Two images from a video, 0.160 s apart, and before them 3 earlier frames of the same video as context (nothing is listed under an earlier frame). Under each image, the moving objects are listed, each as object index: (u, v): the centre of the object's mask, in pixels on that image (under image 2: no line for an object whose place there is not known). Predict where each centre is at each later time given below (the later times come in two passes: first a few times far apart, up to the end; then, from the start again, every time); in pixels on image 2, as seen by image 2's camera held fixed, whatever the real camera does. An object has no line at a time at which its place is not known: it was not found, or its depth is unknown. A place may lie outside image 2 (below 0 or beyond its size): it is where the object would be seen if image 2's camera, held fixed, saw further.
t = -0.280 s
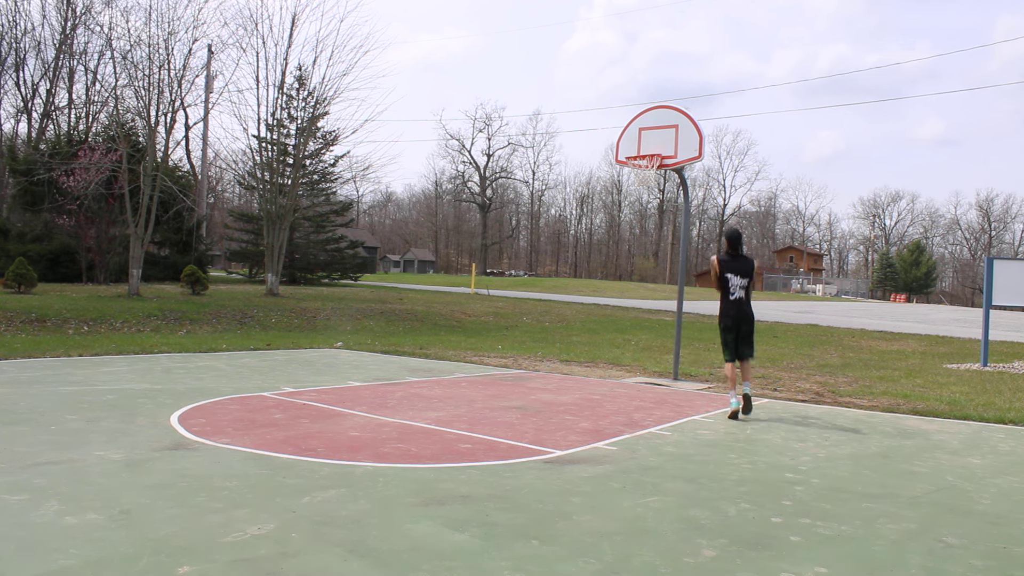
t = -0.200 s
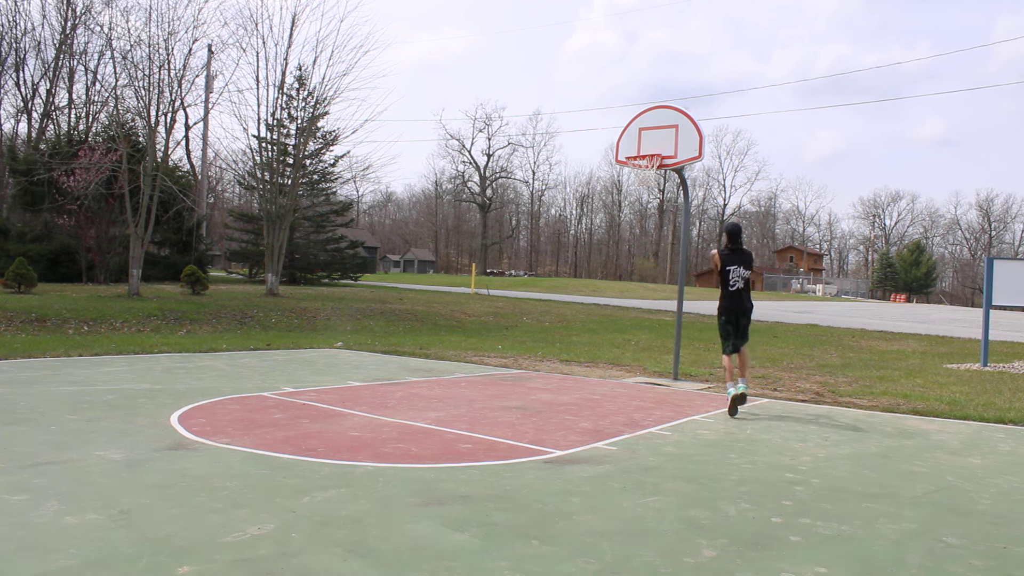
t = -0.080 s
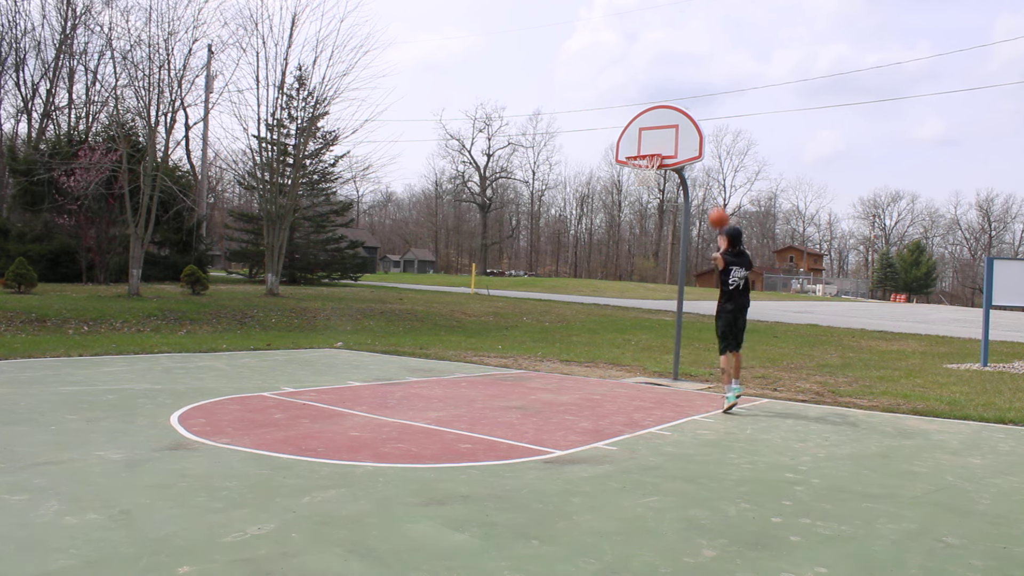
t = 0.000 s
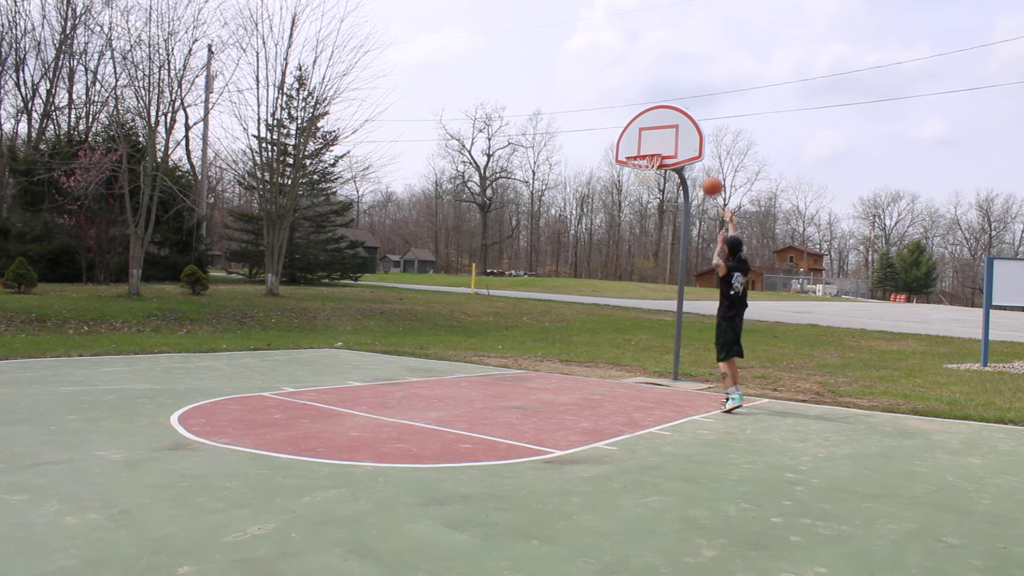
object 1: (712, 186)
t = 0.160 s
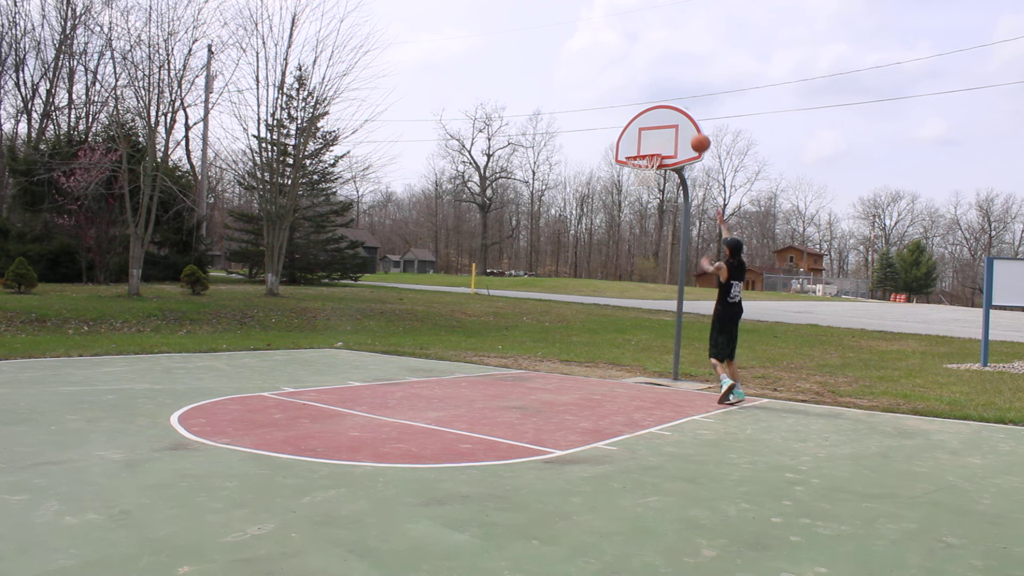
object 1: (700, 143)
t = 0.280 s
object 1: (692, 126)
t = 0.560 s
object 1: (672, 126)
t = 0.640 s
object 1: (662, 131)
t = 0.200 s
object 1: (697, 136)
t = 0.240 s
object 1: (694, 130)
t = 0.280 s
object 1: (692, 126)
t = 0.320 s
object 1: (690, 123)
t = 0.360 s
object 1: (687, 121)
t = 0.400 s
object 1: (684, 120)
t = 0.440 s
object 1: (682, 121)
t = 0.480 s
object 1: (679, 122)
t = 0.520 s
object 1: (677, 125)
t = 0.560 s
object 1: (672, 126)
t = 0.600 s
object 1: (666, 128)
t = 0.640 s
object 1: (662, 131)
